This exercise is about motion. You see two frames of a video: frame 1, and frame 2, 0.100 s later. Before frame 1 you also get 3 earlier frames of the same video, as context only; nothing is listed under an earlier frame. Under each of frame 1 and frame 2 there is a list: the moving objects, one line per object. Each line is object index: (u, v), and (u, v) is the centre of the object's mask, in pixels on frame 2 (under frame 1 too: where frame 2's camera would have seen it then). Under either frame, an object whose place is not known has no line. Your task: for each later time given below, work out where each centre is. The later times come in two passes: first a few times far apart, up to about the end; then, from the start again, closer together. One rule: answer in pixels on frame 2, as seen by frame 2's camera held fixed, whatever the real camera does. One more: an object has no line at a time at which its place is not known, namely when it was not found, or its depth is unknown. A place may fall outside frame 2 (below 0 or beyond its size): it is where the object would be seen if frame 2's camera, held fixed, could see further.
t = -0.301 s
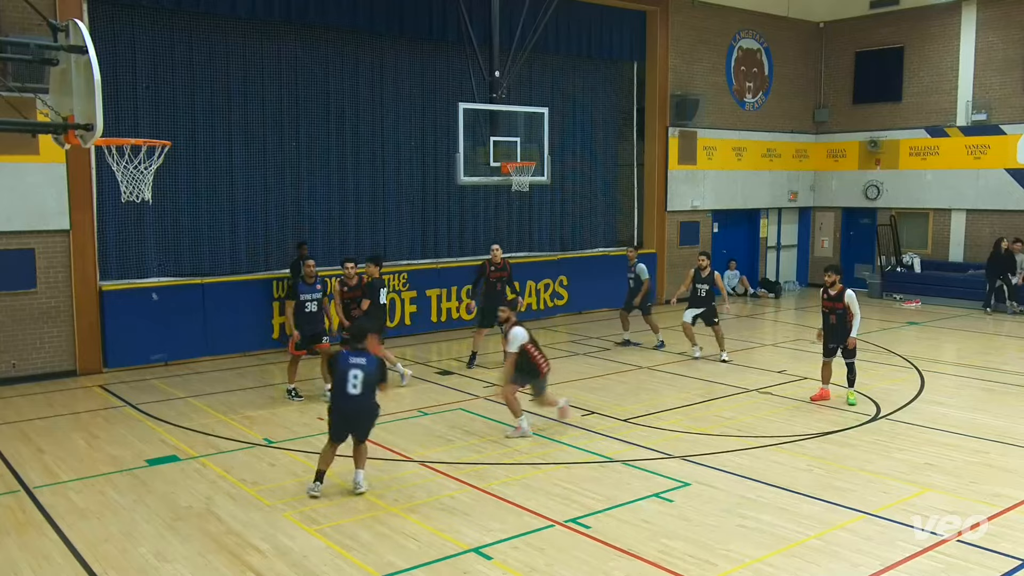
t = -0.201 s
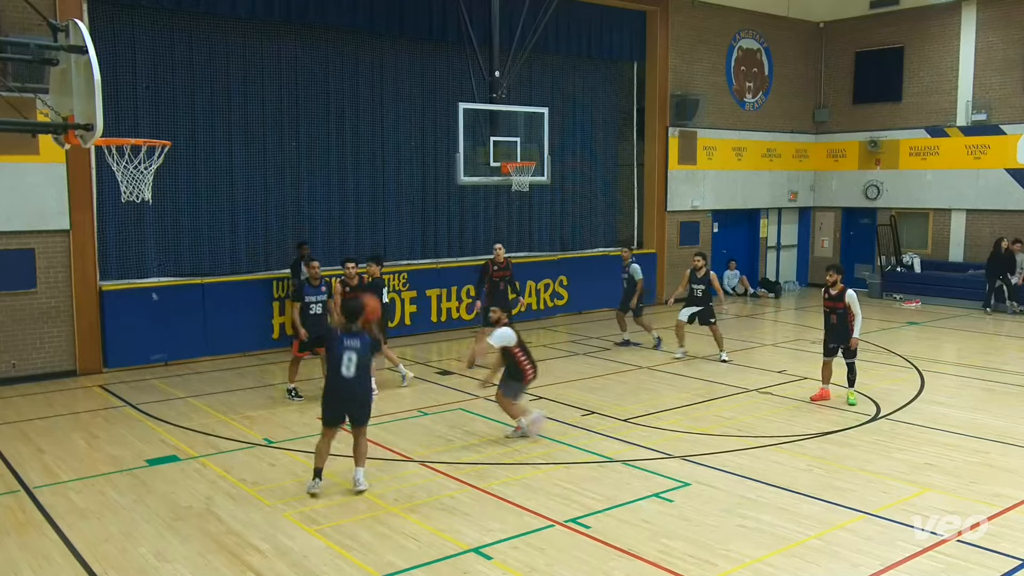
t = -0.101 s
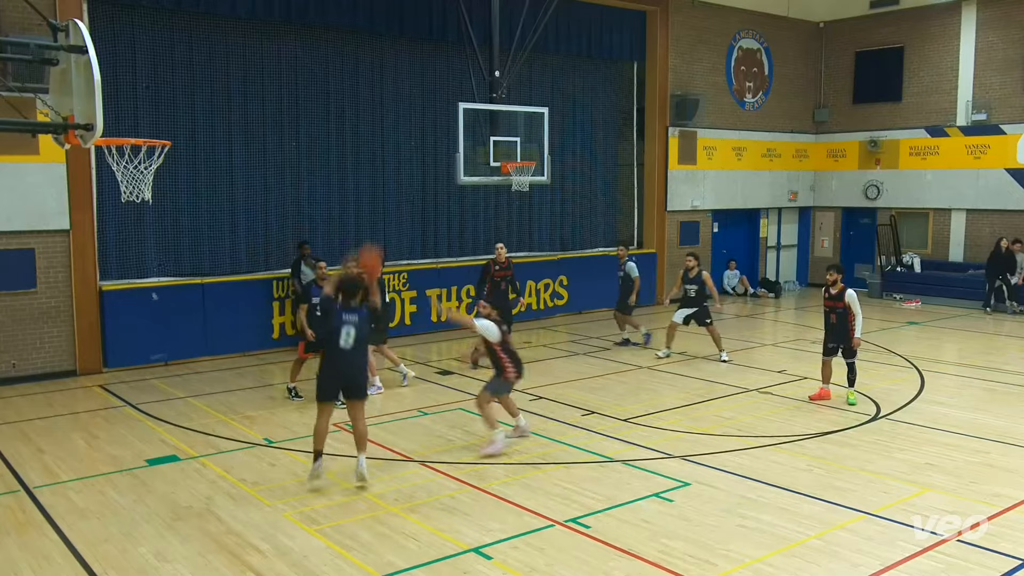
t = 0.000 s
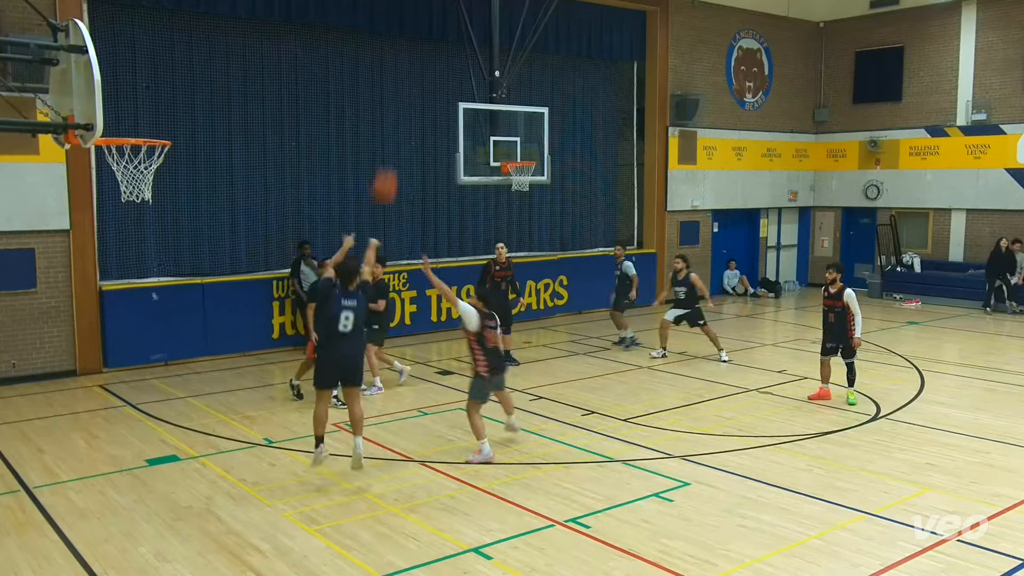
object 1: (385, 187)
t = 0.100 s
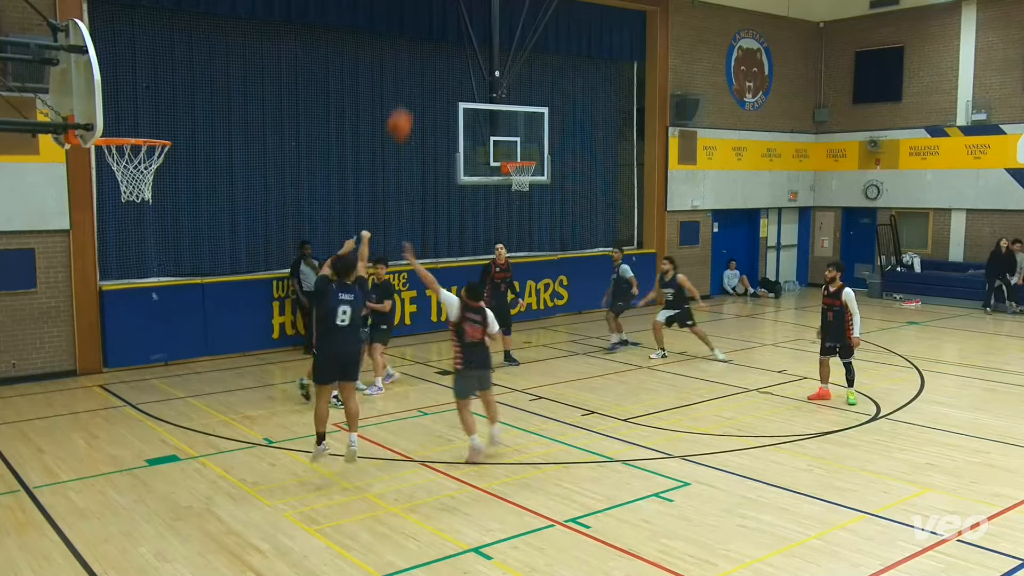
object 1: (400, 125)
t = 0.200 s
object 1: (413, 78)
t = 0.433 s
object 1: (442, 17)
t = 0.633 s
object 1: (463, 9)
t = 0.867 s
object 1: (483, 37)
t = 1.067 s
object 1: (498, 87)
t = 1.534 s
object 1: (524, 183)
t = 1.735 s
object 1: (518, 212)
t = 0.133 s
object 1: (405, 107)
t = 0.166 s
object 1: (409, 91)
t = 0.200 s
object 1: (413, 78)
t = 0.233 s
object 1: (417, 65)
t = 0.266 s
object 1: (422, 54)
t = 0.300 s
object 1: (426, 44)
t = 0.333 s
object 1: (430, 36)
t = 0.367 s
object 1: (434, 28)
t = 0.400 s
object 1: (438, 22)
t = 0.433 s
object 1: (442, 17)
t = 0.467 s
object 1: (445, 14)
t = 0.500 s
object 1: (449, 11)
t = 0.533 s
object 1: (453, 10)
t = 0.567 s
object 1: (456, 9)
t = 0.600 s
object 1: (459, 9)
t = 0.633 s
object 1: (463, 9)
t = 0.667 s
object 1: (466, 11)
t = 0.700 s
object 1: (469, 13)
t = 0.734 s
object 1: (472, 17)
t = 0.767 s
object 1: (474, 21)
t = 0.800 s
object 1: (477, 26)
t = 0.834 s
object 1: (480, 31)
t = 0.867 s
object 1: (483, 37)
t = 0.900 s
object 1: (485, 44)
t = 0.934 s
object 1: (488, 51)
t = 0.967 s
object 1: (490, 59)
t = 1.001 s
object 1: (493, 68)
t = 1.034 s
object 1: (495, 77)
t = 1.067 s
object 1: (498, 87)
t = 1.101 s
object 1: (501, 96)
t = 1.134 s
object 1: (503, 108)
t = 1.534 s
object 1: (524, 183)
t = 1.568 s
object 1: (523, 185)
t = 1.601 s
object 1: (522, 189)
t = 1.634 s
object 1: (521, 194)
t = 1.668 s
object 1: (520, 199)
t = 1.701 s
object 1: (520, 206)
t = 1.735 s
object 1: (518, 212)
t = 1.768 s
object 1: (517, 219)
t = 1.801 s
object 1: (516, 228)
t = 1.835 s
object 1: (515, 236)
